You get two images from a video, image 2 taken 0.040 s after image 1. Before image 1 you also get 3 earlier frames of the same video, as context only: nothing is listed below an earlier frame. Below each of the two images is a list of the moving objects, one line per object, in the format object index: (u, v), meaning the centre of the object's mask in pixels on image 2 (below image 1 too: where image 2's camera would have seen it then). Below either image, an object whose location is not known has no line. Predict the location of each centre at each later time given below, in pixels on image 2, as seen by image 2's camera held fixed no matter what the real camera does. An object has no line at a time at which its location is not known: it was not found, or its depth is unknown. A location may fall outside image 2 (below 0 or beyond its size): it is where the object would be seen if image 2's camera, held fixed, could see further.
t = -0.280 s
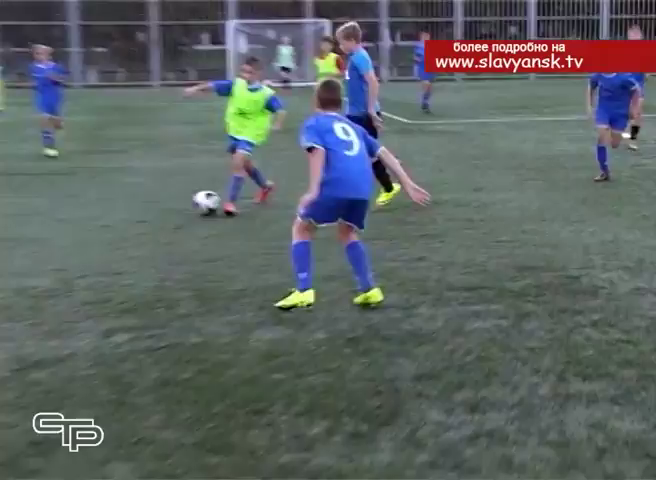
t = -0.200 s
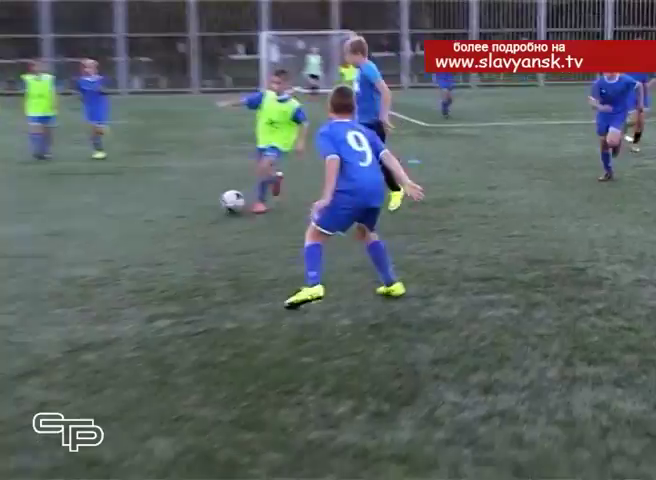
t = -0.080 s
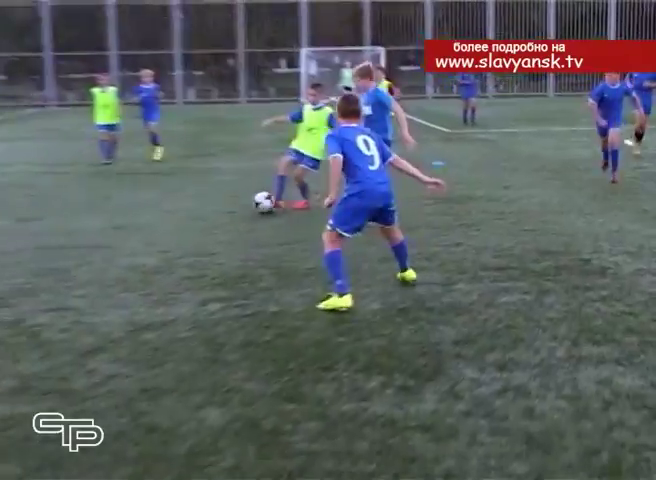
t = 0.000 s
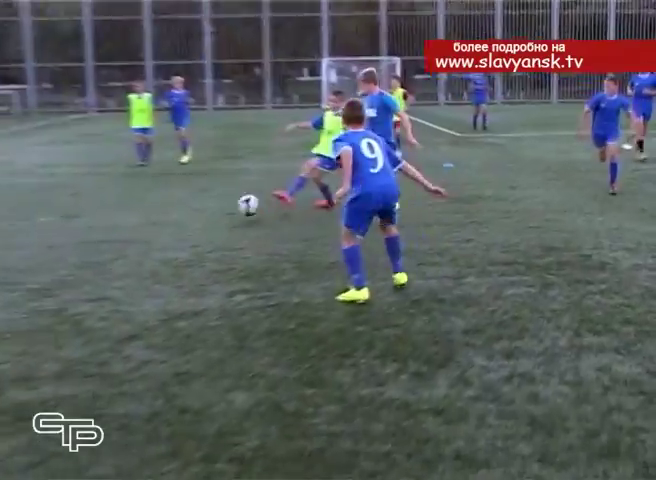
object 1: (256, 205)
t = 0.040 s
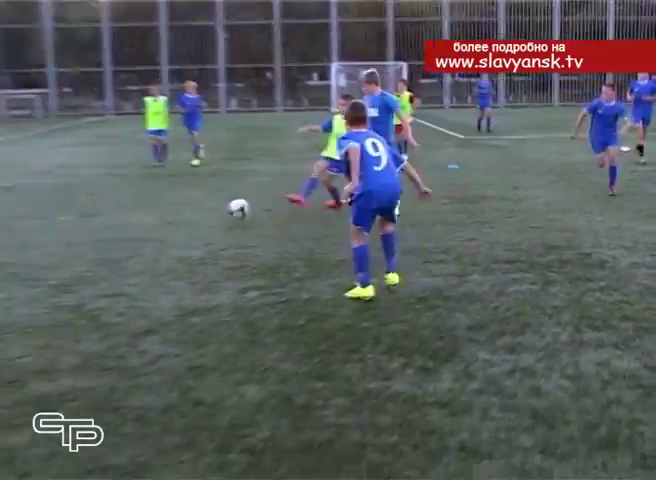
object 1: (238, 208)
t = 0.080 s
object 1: (220, 214)
